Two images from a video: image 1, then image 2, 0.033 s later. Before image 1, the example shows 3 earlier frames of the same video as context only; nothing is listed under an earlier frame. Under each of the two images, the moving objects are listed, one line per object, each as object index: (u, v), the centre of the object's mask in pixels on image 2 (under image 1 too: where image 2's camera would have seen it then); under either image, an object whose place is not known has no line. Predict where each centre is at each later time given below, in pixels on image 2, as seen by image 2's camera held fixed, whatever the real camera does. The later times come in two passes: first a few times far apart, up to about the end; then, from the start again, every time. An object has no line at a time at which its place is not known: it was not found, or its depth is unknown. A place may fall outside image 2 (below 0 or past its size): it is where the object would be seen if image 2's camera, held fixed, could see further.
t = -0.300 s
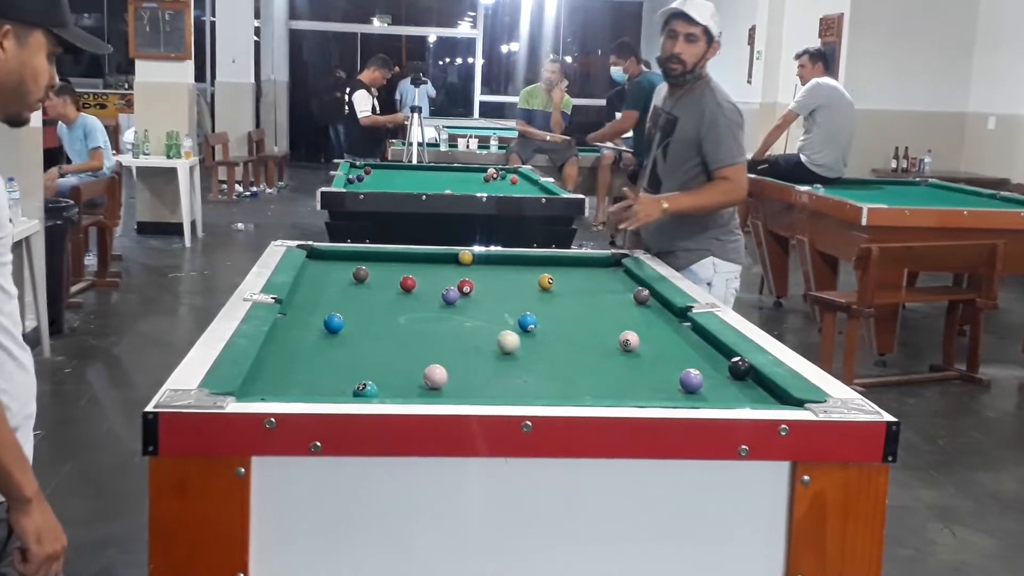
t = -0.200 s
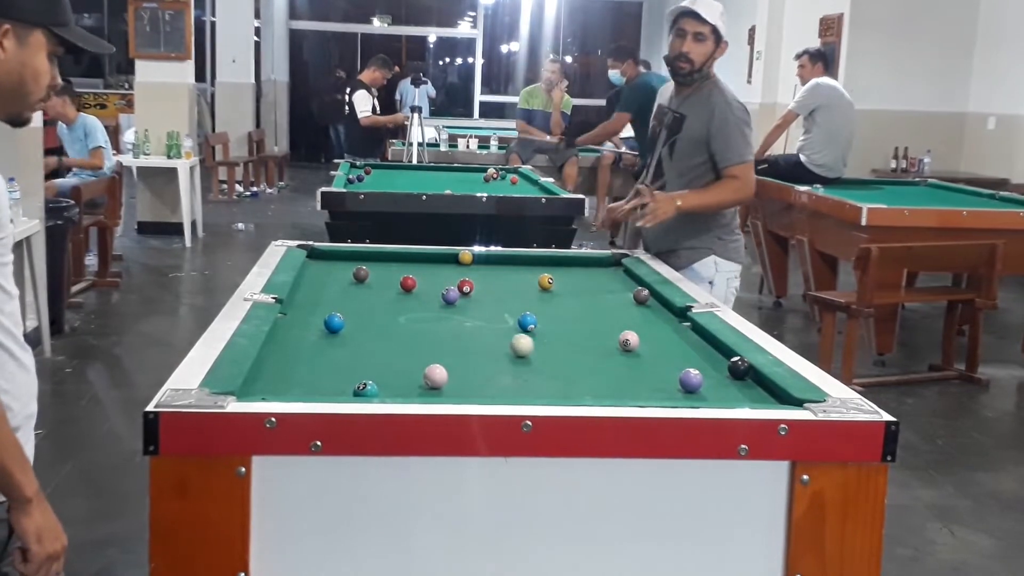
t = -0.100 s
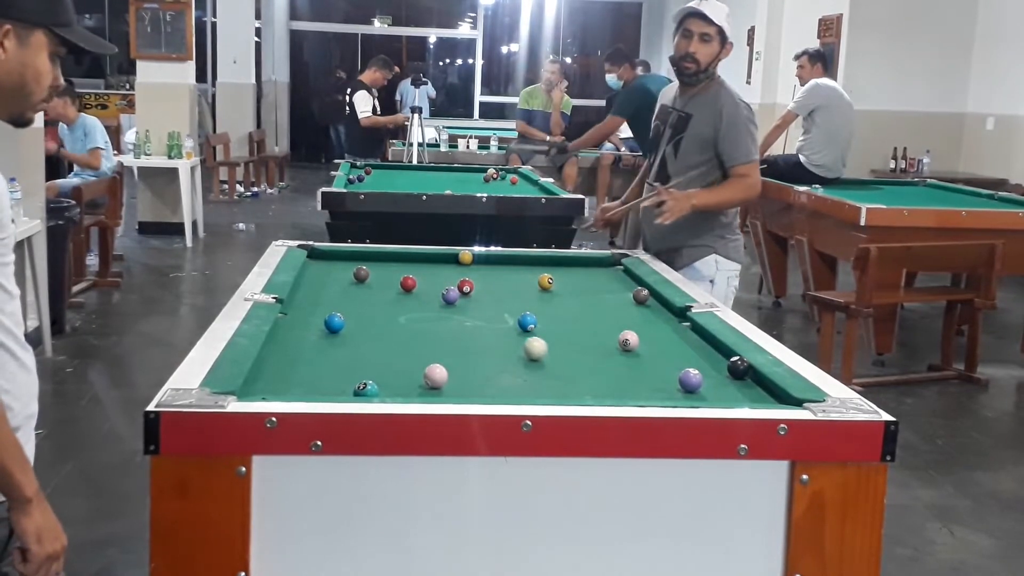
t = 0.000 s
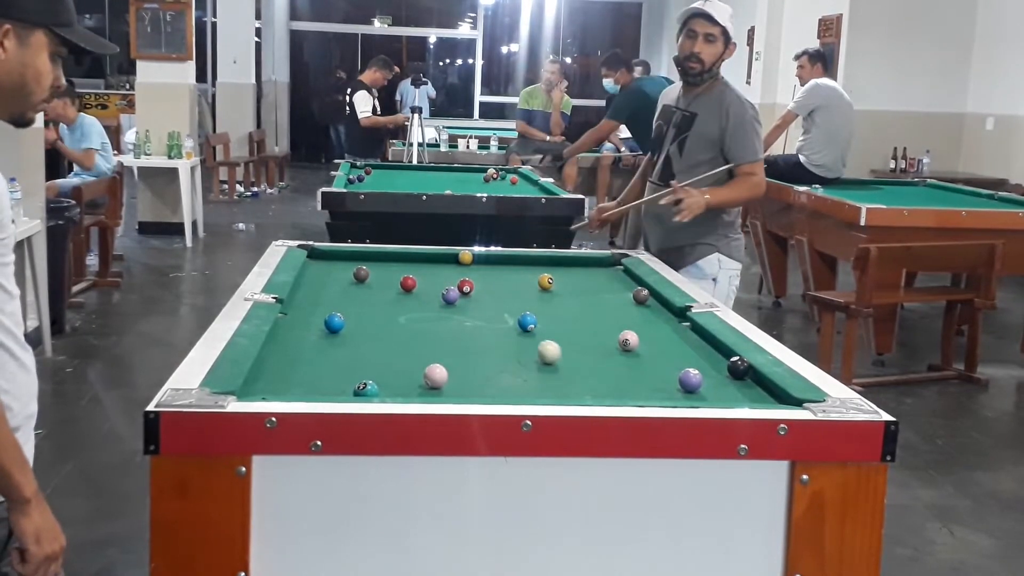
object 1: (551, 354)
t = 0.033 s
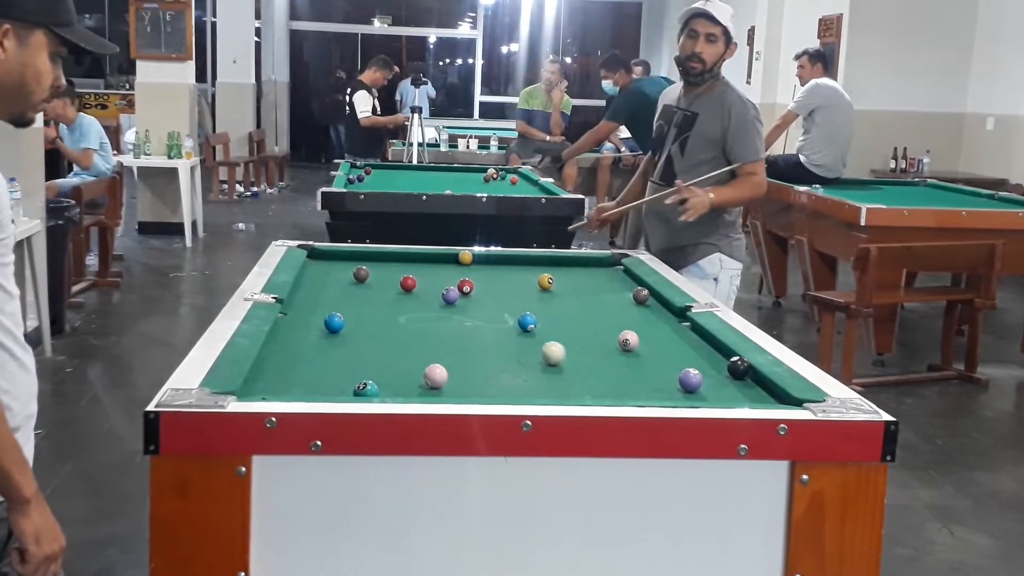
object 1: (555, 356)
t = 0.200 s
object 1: (576, 359)
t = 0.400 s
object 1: (602, 366)
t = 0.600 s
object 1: (628, 374)
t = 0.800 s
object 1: (654, 380)
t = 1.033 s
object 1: (682, 387)
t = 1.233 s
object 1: (706, 391)
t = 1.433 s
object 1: (729, 394)
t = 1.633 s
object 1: (750, 398)
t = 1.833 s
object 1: (758, 397)
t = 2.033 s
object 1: (764, 396)
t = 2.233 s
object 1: (768, 395)
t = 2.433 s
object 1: (772, 394)
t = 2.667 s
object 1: (769, 393)
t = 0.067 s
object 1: (558, 355)
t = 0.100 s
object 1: (562, 356)
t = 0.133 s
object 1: (567, 357)
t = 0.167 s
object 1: (571, 358)
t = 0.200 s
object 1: (576, 359)
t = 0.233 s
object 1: (580, 360)
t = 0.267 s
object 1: (585, 362)
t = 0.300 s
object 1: (589, 363)
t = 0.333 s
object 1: (593, 364)
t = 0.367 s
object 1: (598, 365)
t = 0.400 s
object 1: (602, 366)
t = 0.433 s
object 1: (607, 368)
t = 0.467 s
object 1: (611, 369)
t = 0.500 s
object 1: (615, 370)
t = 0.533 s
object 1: (619, 371)
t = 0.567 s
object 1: (624, 372)
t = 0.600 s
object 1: (628, 374)
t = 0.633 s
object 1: (632, 375)
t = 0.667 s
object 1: (636, 376)
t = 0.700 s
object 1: (641, 377)
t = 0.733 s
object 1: (645, 378)
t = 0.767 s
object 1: (649, 379)
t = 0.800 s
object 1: (654, 380)
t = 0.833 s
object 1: (658, 381)
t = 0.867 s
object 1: (662, 382)
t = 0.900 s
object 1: (666, 383)
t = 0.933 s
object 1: (670, 384)
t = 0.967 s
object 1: (674, 385)
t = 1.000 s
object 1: (678, 386)
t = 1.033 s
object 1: (682, 387)
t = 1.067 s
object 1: (686, 388)
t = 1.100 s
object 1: (691, 388)
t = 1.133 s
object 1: (694, 389)
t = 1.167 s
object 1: (698, 390)
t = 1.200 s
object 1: (702, 390)
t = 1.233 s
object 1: (706, 391)
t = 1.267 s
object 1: (710, 391)
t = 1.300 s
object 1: (714, 392)
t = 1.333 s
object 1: (718, 392)
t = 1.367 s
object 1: (721, 393)
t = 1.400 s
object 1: (725, 394)
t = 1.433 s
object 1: (729, 394)
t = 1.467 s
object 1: (733, 395)
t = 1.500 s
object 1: (736, 396)
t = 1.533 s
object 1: (739, 397)
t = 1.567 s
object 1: (743, 397)
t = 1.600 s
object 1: (746, 397)
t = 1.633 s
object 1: (750, 398)
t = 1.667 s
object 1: (753, 398)
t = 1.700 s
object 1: (754, 398)
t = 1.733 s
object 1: (755, 398)
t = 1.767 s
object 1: (756, 398)
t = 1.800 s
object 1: (757, 398)
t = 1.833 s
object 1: (758, 397)
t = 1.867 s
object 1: (759, 397)
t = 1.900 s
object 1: (760, 397)
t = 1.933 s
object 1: (761, 397)
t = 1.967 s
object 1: (762, 396)
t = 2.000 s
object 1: (763, 396)
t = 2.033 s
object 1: (764, 396)
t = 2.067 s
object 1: (764, 396)
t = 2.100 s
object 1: (765, 396)
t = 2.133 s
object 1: (766, 395)
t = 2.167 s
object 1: (766, 395)
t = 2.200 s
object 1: (767, 395)
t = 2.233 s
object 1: (768, 395)
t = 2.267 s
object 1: (769, 394)
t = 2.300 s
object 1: (769, 394)
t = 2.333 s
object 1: (770, 394)
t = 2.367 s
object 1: (771, 394)
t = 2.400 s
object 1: (771, 394)
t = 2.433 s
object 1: (772, 394)
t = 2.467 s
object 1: (772, 393)
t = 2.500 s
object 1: (772, 393)
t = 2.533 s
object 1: (772, 393)
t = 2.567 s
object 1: (771, 393)
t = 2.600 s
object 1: (770, 393)
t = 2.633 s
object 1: (770, 393)
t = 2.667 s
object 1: (769, 393)
